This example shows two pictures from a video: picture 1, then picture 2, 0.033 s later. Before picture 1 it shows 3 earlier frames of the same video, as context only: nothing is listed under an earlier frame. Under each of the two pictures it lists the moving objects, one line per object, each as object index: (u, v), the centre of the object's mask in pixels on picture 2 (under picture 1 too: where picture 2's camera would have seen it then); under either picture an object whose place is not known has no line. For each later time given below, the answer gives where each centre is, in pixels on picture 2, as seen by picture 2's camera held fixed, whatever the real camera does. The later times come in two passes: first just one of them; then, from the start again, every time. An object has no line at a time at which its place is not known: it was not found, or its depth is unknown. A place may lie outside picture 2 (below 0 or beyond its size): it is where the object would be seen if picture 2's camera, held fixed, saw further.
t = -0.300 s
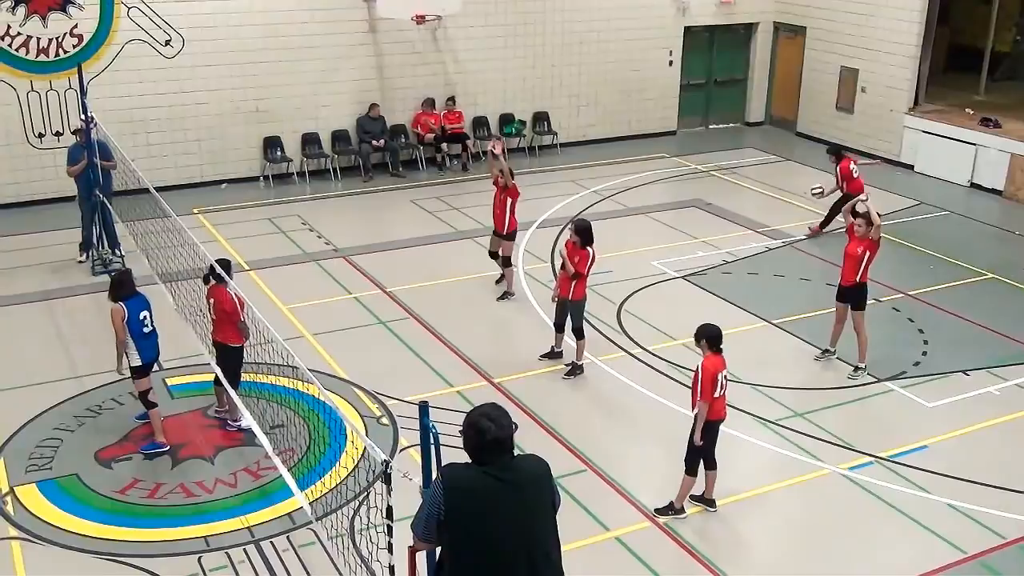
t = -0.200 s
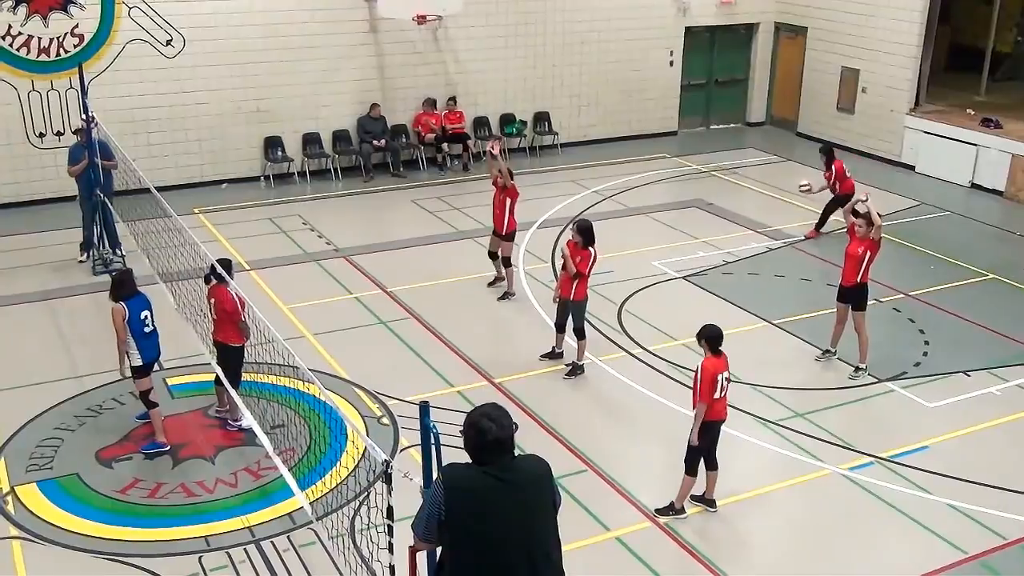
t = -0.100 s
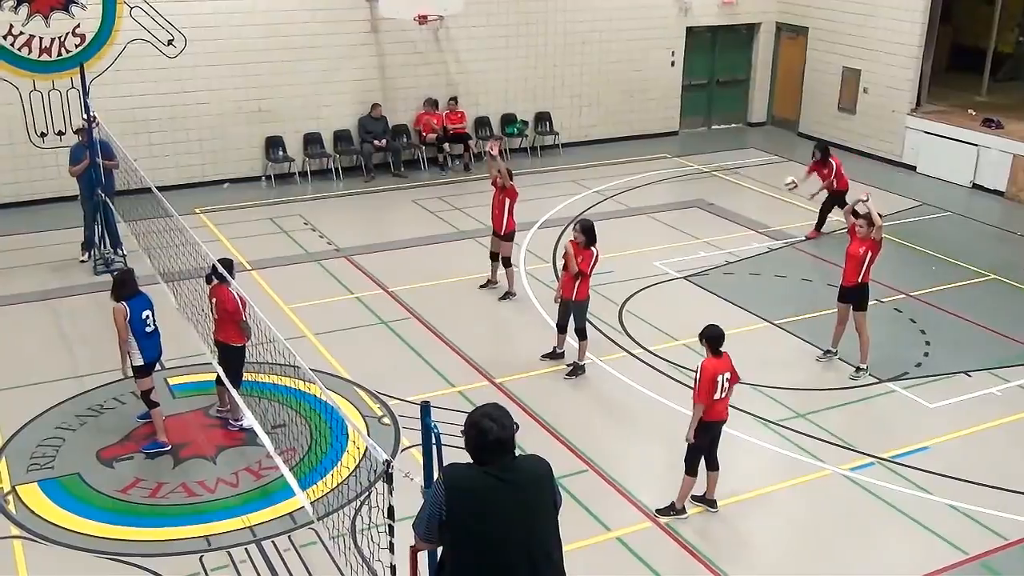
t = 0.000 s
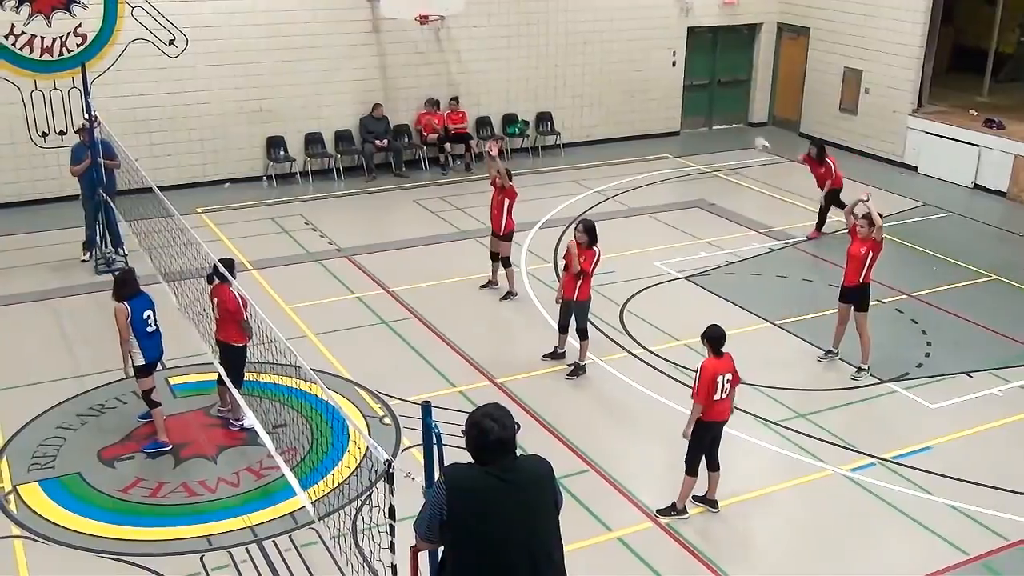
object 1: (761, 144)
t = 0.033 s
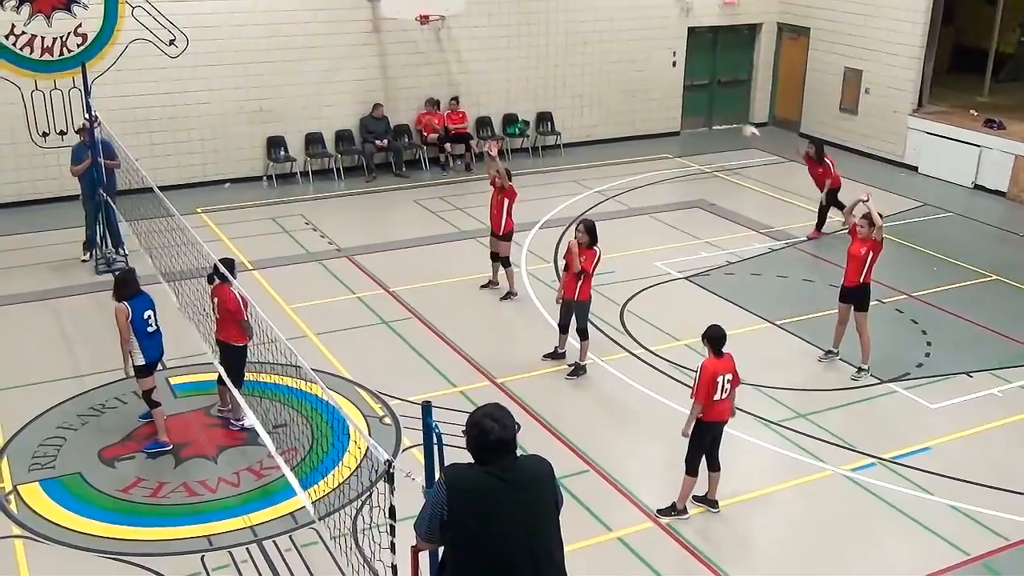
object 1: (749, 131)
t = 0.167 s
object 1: (702, 86)
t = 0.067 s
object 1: (739, 120)
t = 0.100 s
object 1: (727, 109)
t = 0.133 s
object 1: (715, 98)
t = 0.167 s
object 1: (702, 86)
